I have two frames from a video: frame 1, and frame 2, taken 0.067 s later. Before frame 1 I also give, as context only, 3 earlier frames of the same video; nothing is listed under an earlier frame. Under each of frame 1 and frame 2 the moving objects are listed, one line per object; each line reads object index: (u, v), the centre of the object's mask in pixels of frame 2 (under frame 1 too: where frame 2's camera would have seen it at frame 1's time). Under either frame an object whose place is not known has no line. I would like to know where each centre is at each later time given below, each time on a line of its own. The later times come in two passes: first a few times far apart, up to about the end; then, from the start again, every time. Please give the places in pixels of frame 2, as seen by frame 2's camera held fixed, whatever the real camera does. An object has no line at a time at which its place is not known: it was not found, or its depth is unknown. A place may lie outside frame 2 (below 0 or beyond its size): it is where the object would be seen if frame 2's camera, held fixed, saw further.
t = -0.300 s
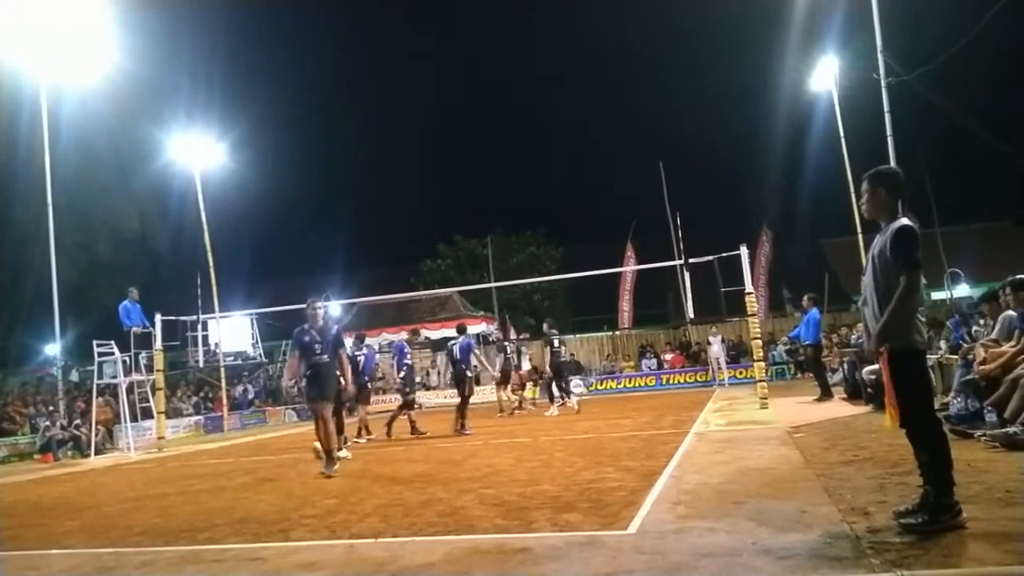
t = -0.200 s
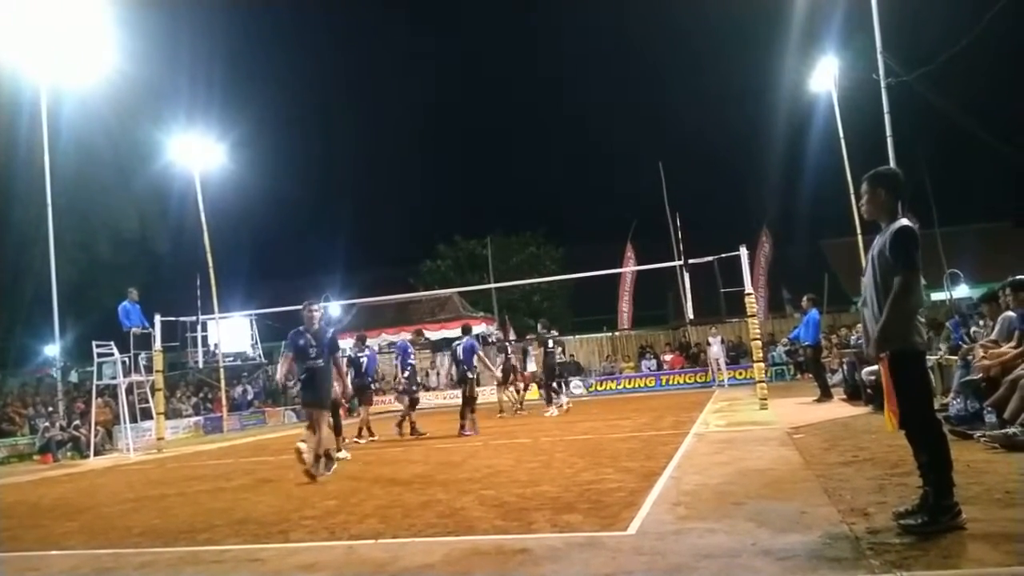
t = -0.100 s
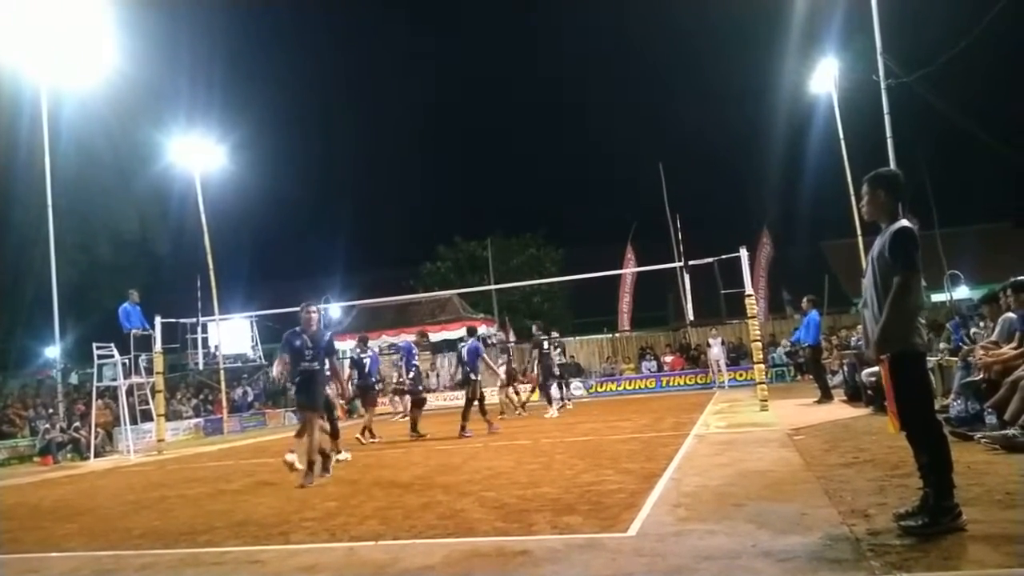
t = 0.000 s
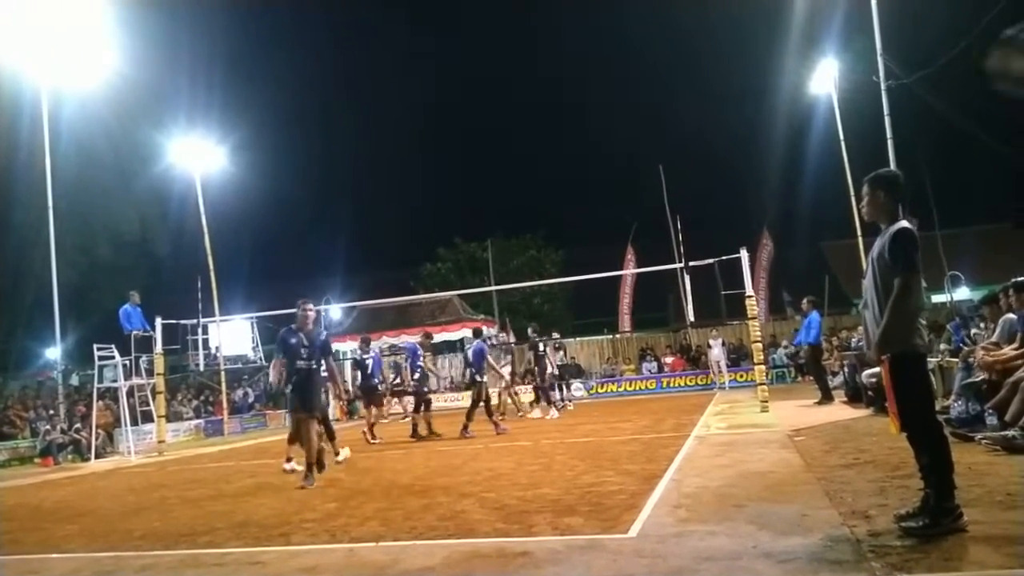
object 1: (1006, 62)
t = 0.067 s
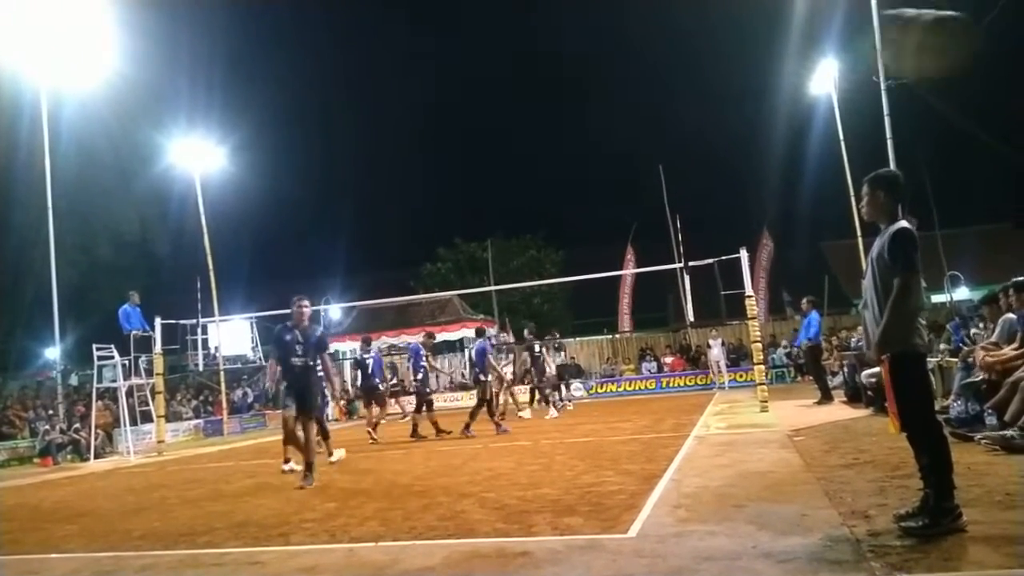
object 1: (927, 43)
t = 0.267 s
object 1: (603, 73)
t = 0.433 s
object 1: (431, 156)
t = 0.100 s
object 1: (847, 37)
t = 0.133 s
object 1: (787, 42)
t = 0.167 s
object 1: (740, 46)
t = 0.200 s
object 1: (689, 53)
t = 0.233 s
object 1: (645, 62)
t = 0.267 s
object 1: (603, 73)
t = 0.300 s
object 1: (562, 86)
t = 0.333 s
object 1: (528, 101)
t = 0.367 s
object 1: (492, 119)
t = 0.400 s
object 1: (460, 138)
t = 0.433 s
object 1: (431, 156)
